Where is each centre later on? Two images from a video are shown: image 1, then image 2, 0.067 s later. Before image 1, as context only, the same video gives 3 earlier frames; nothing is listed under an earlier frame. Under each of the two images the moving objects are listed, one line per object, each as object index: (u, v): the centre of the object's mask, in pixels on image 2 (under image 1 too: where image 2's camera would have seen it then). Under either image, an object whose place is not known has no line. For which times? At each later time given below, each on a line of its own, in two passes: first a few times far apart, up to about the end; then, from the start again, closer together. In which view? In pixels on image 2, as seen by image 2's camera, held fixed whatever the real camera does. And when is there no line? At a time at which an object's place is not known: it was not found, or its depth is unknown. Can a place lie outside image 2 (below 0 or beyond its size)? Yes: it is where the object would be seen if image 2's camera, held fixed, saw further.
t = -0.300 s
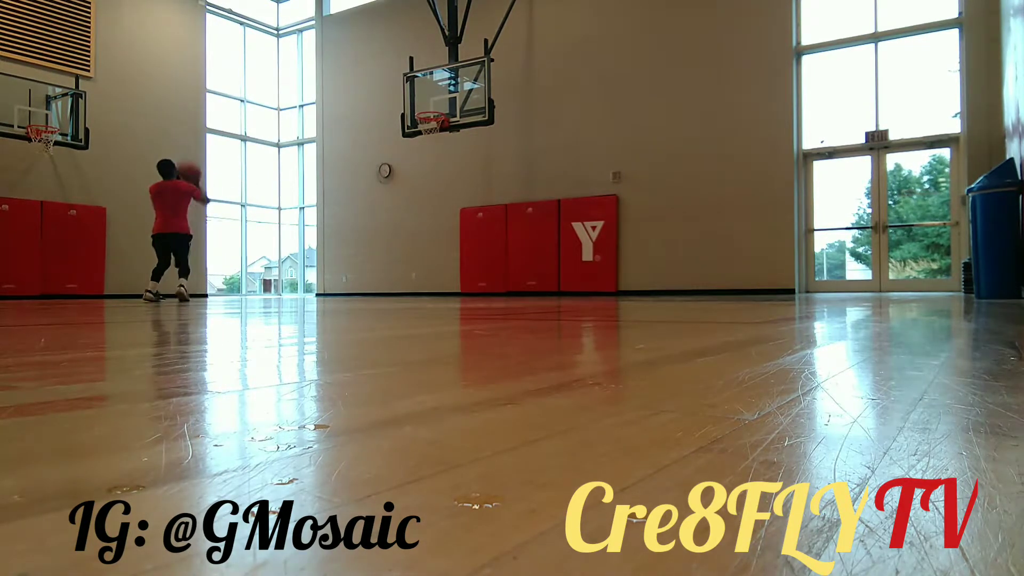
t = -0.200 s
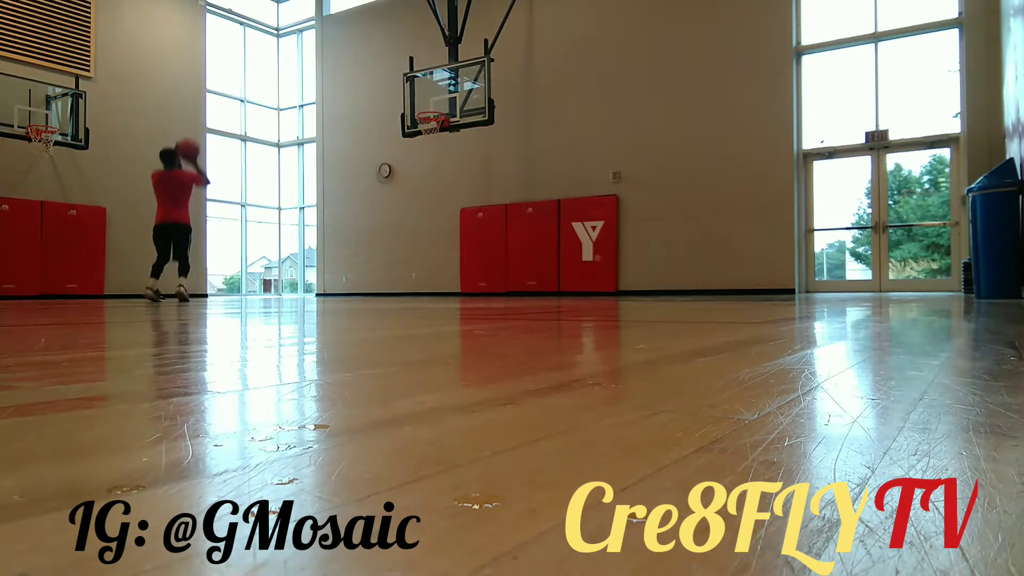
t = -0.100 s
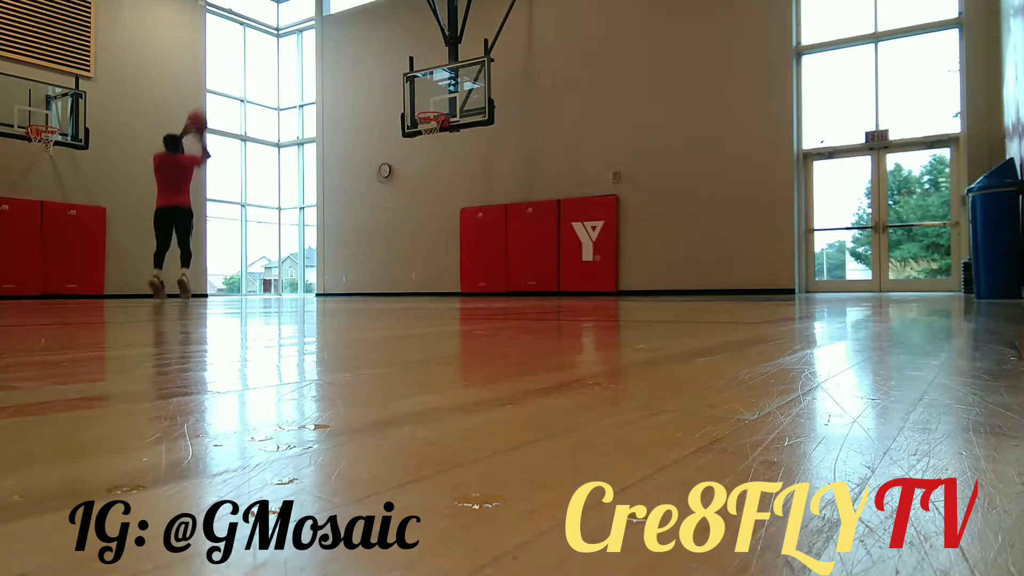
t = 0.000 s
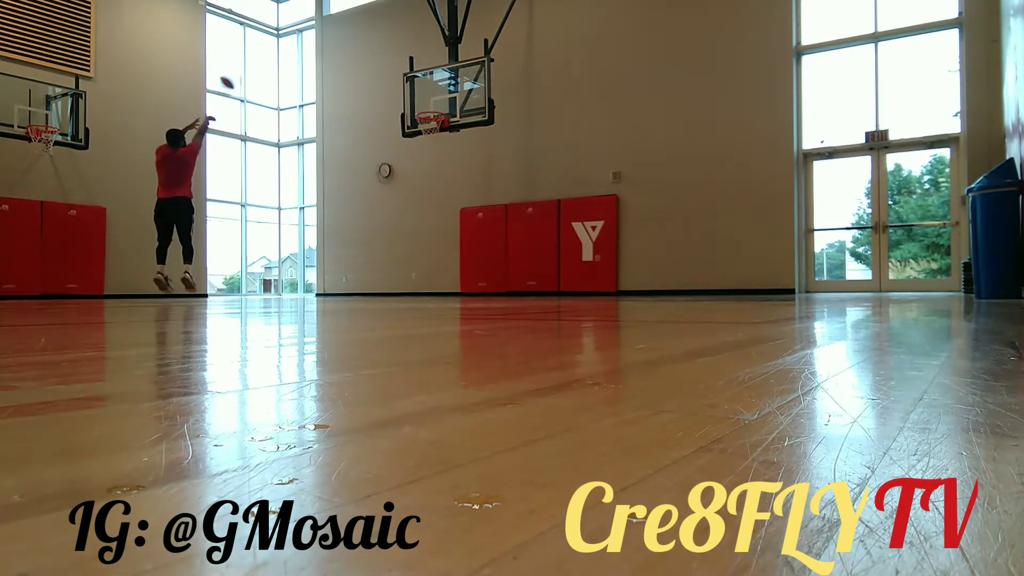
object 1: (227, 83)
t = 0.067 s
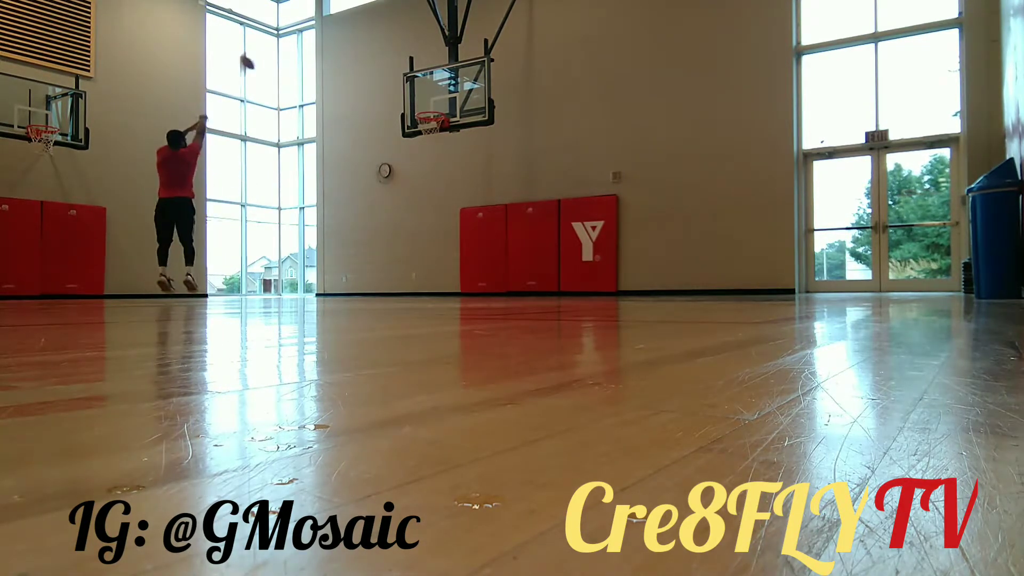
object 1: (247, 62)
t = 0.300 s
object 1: (311, 26)
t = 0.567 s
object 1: (368, 38)
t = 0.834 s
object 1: (417, 91)
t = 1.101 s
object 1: (423, 125)
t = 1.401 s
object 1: (419, 144)
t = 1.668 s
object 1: (421, 203)
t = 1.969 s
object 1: (425, 272)
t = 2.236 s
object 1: (436, 213)
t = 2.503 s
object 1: (447, 196)
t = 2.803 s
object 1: (458, 228)
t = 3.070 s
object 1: (469, 283)
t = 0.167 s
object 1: (276, 41)
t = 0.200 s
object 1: (284, 36)
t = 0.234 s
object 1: (294, 32)
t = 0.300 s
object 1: (311, 26)
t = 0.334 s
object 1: (319, 25)
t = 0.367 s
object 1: (326, 25)
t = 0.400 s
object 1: (333, 25)
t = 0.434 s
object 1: (341, 26)
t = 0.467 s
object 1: (348, 28)
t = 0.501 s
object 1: (355, 31)
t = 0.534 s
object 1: (362, 34)
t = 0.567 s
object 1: (368, 38)
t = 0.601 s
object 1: (375, 43)
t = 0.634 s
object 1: (381, 48)
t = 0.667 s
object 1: (387, 53)
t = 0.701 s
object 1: (393, 60)
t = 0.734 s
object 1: (399, 66)
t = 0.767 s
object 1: (404, 74)
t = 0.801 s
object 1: (411, 83)
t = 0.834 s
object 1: (417, 91)
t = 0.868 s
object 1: (422, 99)
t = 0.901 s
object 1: (427, 106)
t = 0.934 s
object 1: (430, 111)
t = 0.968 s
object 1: (434, 114)
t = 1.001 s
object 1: (437, 120)
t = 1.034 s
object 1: (430, 119)
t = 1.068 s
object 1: (426, 123)
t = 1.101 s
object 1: (423, 125)
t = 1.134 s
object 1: (420, 128)
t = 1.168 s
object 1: (419, 128)
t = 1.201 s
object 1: (419, 129)
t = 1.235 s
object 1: (419, 129)
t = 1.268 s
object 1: (419, 131)
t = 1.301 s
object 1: (419, 133)
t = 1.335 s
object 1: (419, 136)
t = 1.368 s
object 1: (419, 139)
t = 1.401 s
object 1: (419, 144)
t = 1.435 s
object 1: (420, 149)
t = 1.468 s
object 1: (420, 155)
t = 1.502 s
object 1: (420, 161)
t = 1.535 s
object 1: (420, 168)
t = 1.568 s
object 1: (420, 176)
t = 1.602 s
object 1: (421, 184)
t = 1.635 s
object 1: (421, 193)
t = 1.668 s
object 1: (421, 203)
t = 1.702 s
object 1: (421, 213)
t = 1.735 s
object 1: (421, 224)
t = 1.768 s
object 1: (422, 236)
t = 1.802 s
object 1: (422, 248)
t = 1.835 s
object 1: (422, 261)
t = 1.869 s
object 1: (422, 275)
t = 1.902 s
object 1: (422, 287)
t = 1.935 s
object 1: (423, 282)
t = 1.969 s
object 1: (425, 272)
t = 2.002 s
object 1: (426, 263)
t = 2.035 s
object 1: (428, 254)
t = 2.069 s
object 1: (429, 244)
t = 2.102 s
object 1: (430, 237)
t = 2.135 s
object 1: (432, 230)
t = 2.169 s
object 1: (433, 224)
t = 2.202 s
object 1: (435, 218)
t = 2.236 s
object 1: (436, 213)
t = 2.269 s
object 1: (437, 209)
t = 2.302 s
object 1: (439, 205)
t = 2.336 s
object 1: (440, 202)
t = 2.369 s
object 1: (441, 199)
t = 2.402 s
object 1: (443, 197)
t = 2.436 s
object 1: (444, 196)
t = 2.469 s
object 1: (445, 196)
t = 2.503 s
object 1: (447, 196)
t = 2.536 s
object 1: (448, 197)
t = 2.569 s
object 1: (449, 198)
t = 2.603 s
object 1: (451, 201)
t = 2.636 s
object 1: (452, 204)
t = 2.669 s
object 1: (454, 207)
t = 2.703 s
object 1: (454, 211)
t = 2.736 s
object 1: (456, 216)
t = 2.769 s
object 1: (457, 221)
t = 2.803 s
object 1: (458, 228)
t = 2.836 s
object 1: (459, 235)
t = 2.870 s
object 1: (460, 243)
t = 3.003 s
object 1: (465, 280)
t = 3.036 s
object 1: (468, 289)
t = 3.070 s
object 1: (469, 283)
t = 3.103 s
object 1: (470, 275)
